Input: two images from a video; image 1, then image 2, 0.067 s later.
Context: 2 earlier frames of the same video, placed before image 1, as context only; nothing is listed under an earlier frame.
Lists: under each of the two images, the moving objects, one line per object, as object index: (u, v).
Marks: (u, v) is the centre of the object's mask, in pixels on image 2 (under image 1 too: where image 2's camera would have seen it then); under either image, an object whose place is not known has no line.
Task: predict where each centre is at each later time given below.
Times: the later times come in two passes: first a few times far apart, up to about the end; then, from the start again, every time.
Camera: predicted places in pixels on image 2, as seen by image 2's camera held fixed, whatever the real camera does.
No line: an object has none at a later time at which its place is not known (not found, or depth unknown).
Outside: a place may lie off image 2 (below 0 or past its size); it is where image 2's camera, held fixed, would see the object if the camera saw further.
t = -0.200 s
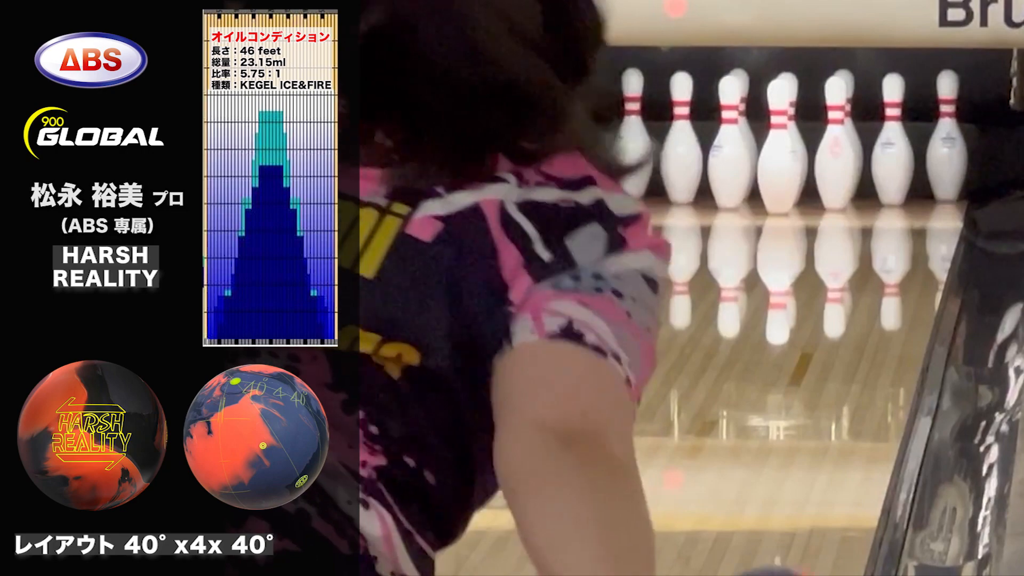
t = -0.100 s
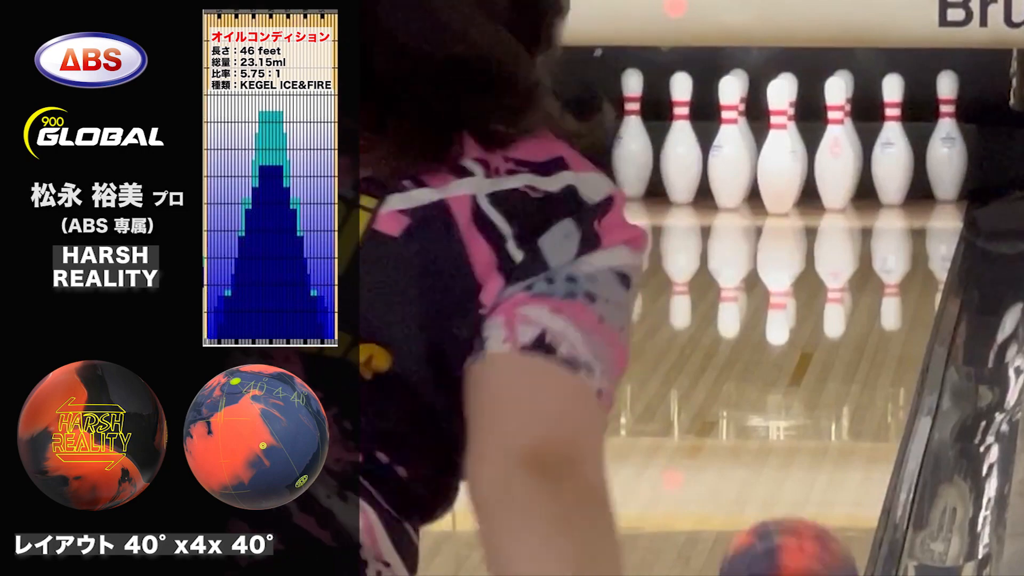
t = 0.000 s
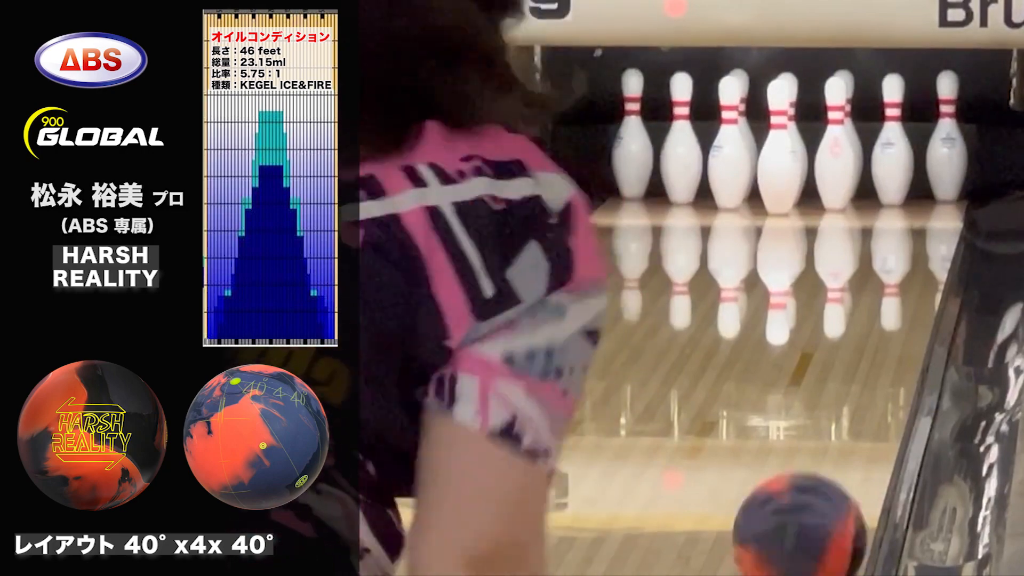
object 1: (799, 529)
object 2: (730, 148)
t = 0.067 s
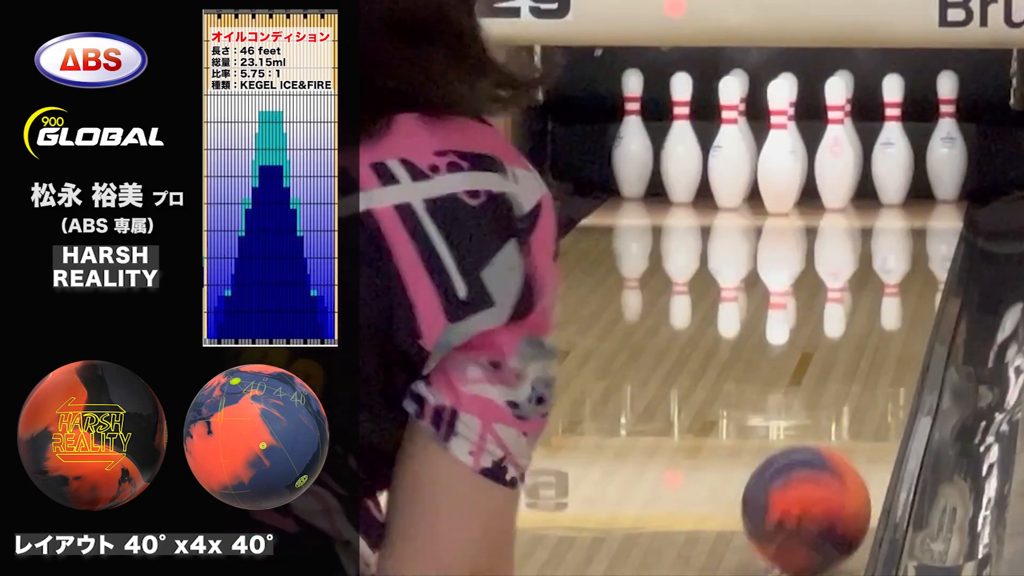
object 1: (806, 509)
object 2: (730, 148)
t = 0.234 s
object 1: (818, 445)
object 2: (730, 148)
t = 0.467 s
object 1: (830, 373)
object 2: (729, 149)
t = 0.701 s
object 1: (837, 311)
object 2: (730, 149)
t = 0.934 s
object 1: (837, 263)
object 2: (730, 149)
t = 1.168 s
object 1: (832, 222)
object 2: (729, 149)
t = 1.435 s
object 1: (808, 186)
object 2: (730, 149)
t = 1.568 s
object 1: (803, 174)
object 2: (671, 149)
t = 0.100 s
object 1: (809, 496)
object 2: (729, 148)
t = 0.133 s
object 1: (811, 483)
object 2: (729, 148)
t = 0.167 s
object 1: (814, 470)
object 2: (730, 148)
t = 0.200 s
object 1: (817, 457)
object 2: (729, 148)
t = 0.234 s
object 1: (818, 445)
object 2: (730, 148)
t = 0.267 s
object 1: (821, 434)
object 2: (730, 148)
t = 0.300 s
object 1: (823, 422)
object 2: (730, 148)
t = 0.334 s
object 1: (825, 411)
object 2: (730, 148)
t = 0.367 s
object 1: (826, 401)
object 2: (730, 148)
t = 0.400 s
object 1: (827, 391)
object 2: (730, 148)
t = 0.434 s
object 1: (830, 382)
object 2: (730, 148)
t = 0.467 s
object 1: (830, 373)
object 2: (729, 149)
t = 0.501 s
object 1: (832, 364)
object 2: (730, 149)
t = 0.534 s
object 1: (833, 355)
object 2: (730, 149)
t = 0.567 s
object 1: (835, 345)
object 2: (730, 149)
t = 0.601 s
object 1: (834, 337)
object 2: (730, 149)
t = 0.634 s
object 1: (836, 328)
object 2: (730, 148)
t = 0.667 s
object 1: (836, 321)
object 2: (730, 149)
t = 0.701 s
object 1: (837, 311)
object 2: (730, 149)
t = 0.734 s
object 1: (838, 304)
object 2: (730, 149)
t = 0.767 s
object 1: (838, 297)
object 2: (730, 149)
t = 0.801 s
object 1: (838, 289)
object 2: (730, 149)
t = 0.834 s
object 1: (838, 283)
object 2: (730, 149)
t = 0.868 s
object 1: (839, 275)
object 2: (730, 149)
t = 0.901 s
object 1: (838, 269)
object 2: (729, 149)
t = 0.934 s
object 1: (837, 263)
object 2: (730, 149)
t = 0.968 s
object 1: (838, 256)
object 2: (729, 149)
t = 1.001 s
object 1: (838, 250)
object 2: (730, 149)
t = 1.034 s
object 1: (838, 244)
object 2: (729, 149)
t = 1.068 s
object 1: (836, 236)
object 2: (730, 149)
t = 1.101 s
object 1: (835, 231)
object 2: (729, 149)
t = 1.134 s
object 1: (833, 226)
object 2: (729, 149)
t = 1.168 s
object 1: (832, 222)
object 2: (729, 149)
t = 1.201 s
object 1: (830, 217)
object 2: (730, 149)
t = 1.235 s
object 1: (828, 212)
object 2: (730, 149)
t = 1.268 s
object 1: (825, 207)
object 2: (730, 149)
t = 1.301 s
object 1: (822, 203)
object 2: (730, 149)
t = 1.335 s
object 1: (819, 199)
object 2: (730, 149)
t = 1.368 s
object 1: (816, 194)
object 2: (730, 148)
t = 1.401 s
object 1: (812, 190)
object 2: (730, 149)
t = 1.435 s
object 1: (808, 186)
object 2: (730, 149)
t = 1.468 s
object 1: (804, 182)
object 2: (730, 149)
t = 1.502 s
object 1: (801, 179)
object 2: (730, 149)
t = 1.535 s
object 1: (803, 177)
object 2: (717, 146)
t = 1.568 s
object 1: (803, 174)
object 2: (671, 149)
